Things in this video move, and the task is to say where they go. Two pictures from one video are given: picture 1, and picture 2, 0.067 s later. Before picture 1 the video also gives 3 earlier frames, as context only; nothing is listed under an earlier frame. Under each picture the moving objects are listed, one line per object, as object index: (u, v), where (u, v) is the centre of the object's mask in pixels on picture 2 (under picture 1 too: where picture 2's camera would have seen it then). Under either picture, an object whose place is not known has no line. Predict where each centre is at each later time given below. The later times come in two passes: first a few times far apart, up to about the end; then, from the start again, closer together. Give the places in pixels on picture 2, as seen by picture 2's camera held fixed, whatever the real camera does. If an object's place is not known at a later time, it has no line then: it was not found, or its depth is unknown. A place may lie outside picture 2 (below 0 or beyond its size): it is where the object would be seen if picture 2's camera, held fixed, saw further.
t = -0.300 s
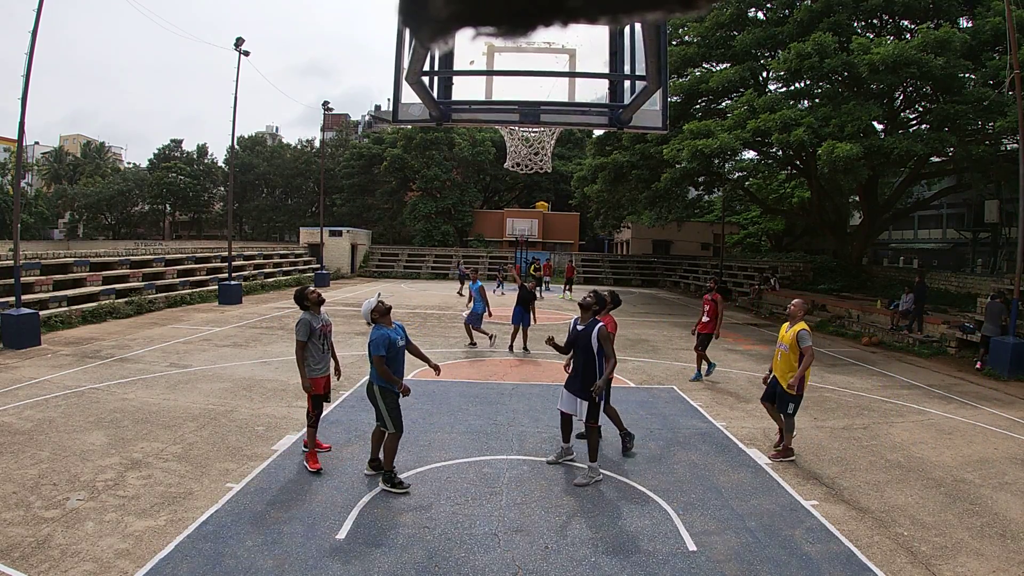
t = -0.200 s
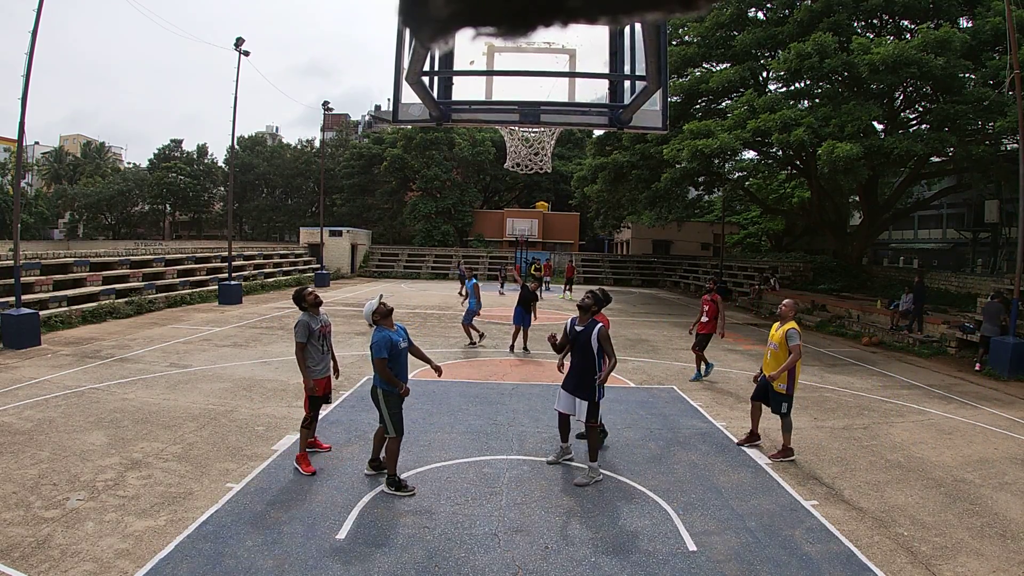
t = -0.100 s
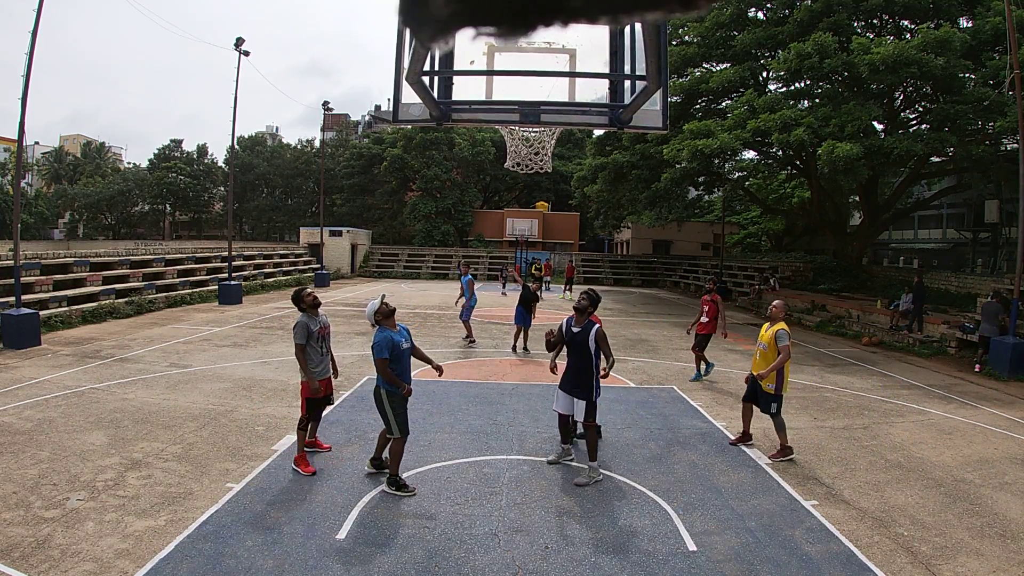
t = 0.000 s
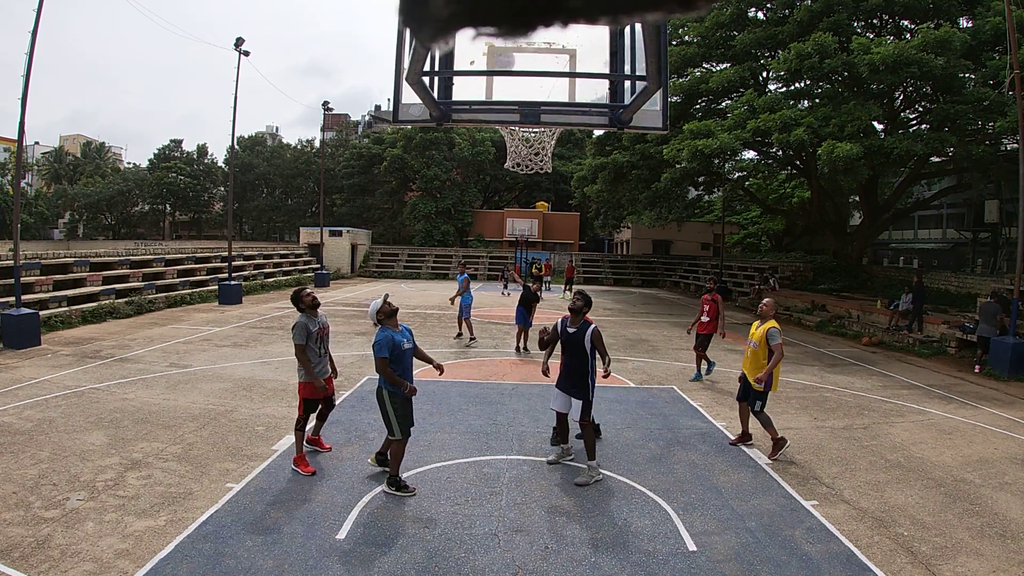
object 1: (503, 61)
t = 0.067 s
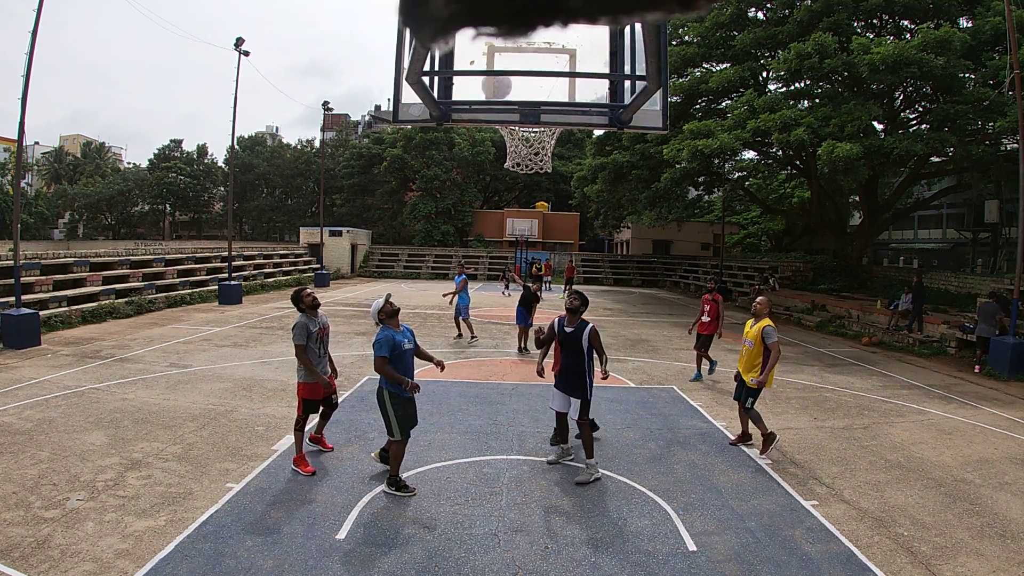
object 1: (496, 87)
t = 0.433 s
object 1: (323, 54)
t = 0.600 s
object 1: (227, 82)
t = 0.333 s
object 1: (379, 57)
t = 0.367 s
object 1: (361, 54)
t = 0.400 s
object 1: (342, 53)
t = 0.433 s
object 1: (323, 54)
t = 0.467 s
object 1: (305, 56)
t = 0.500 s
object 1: (285, 60)
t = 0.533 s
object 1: (266, 65)
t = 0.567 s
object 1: (247, 72)
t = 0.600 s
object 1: (227, 82)
